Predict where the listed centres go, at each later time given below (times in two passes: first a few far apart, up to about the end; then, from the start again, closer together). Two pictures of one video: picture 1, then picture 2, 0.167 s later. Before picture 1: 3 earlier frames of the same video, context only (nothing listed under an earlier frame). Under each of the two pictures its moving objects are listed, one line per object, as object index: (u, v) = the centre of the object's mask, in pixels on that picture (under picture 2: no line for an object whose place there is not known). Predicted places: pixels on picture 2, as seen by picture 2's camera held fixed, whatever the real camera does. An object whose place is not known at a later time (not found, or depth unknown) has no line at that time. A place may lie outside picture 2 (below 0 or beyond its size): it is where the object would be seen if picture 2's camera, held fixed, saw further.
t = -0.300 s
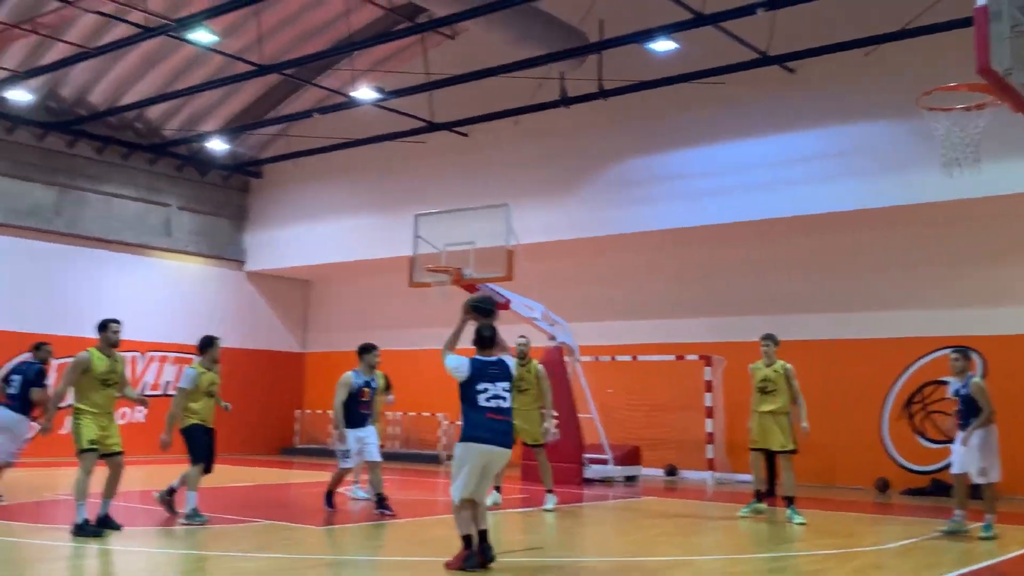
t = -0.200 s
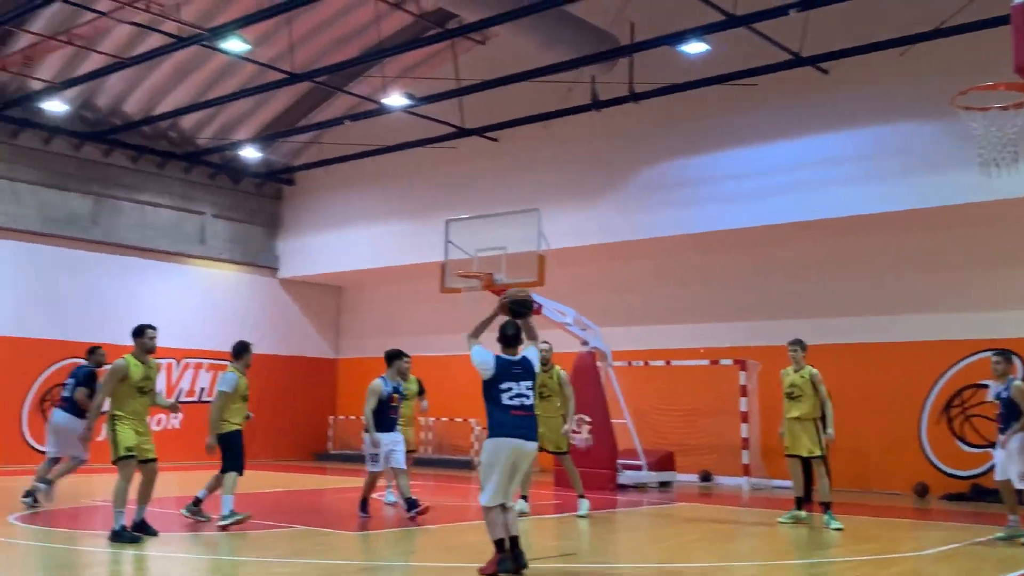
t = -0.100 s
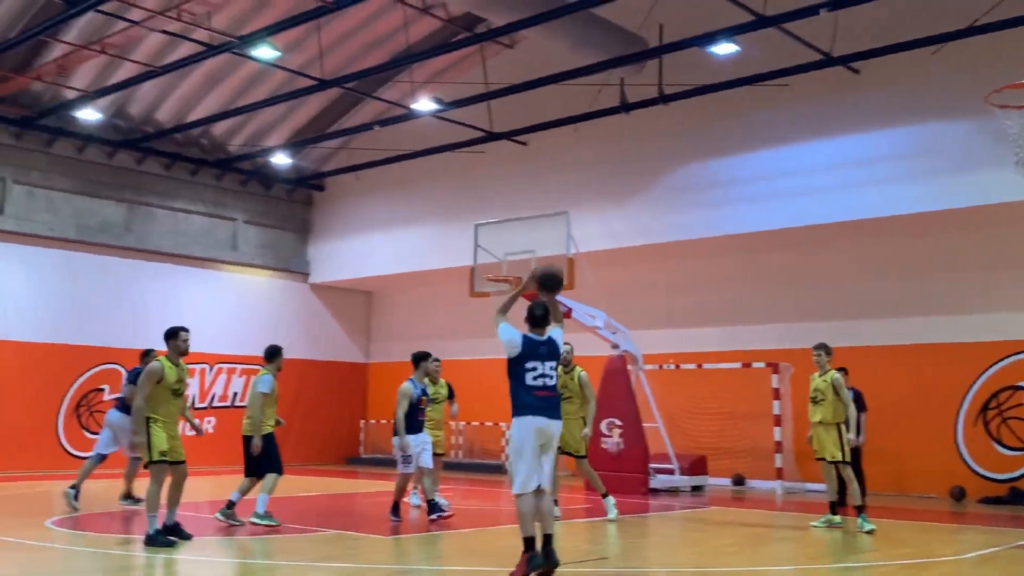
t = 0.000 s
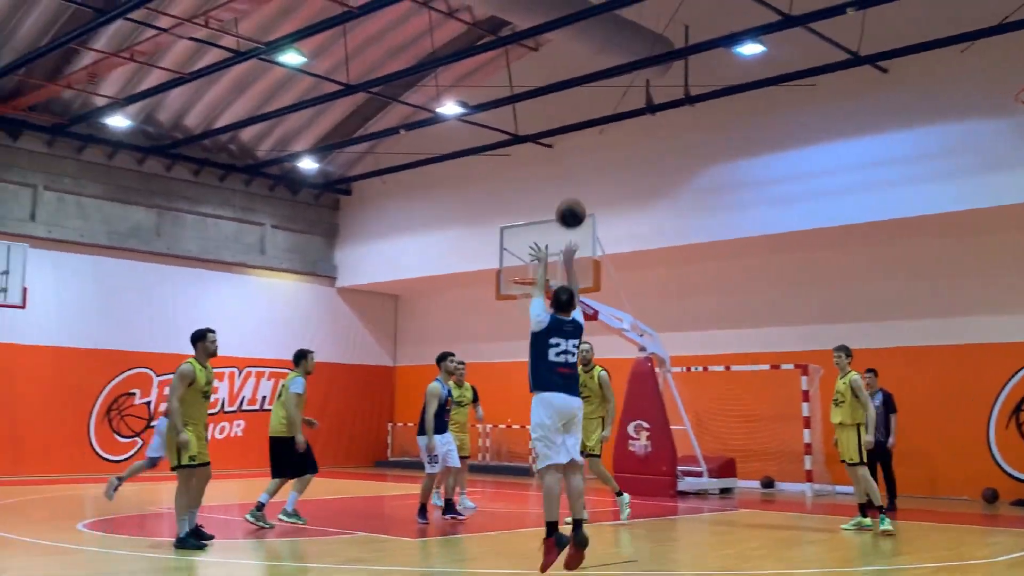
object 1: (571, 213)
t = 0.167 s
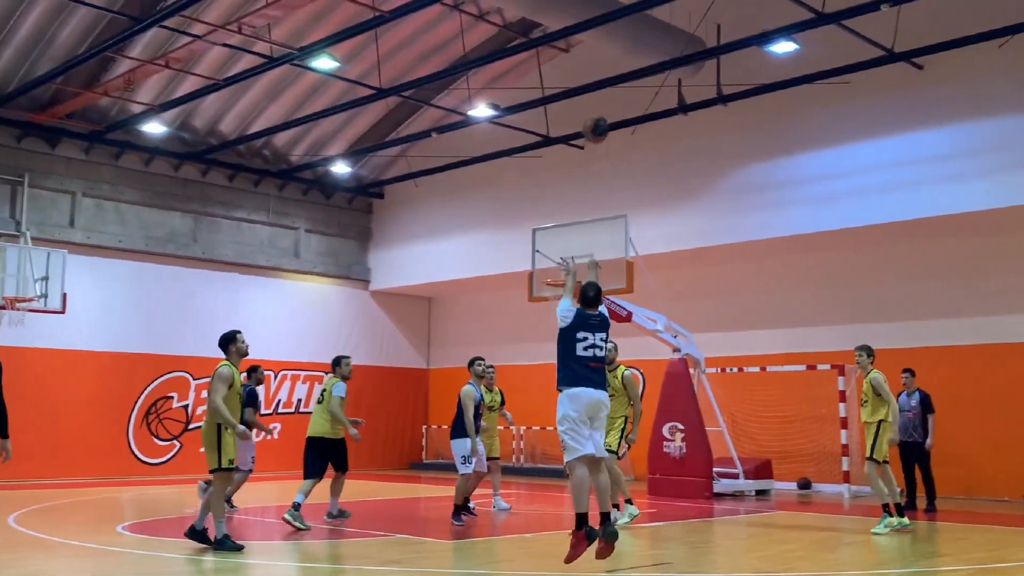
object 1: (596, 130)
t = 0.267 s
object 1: (592, 100)
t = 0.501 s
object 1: (585, 78)
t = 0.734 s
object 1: (579, 103)
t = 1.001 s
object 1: (574, 177)
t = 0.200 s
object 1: (595, 118)
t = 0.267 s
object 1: (592, 100)
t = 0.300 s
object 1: (591, 93)
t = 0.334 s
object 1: (590, 87)
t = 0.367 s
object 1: (589, 83)
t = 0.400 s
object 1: (588, 80)
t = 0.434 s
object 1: (587, 78)
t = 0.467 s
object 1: (586, 78)
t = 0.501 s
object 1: (585, 78)
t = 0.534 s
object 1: (584, 78)
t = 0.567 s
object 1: (583, 80)
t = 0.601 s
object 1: (582, 83)
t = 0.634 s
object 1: (581, 87)
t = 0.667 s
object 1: (580, 92)
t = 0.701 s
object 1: (580, 97)
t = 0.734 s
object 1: (579, 103)
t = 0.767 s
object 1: (579, 111)
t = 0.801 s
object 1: (578, 119)
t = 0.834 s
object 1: (579, 127)
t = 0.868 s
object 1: (578, 136)
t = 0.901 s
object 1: (576, 144)
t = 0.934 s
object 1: (576, 155)
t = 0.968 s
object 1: (575, 168)
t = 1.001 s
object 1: (574, 177)
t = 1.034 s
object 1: (572, 188)
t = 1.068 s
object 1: (571, 200)
